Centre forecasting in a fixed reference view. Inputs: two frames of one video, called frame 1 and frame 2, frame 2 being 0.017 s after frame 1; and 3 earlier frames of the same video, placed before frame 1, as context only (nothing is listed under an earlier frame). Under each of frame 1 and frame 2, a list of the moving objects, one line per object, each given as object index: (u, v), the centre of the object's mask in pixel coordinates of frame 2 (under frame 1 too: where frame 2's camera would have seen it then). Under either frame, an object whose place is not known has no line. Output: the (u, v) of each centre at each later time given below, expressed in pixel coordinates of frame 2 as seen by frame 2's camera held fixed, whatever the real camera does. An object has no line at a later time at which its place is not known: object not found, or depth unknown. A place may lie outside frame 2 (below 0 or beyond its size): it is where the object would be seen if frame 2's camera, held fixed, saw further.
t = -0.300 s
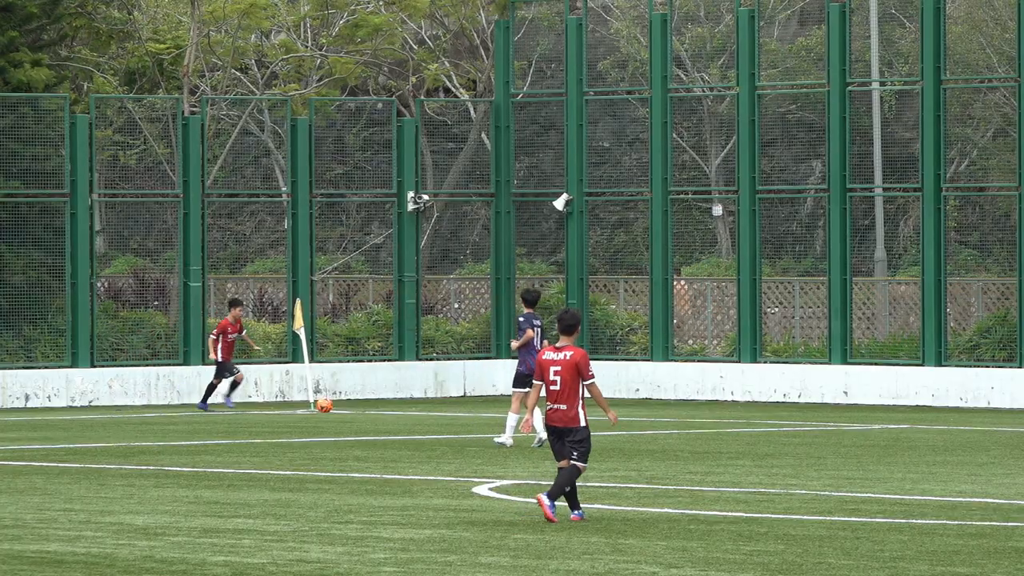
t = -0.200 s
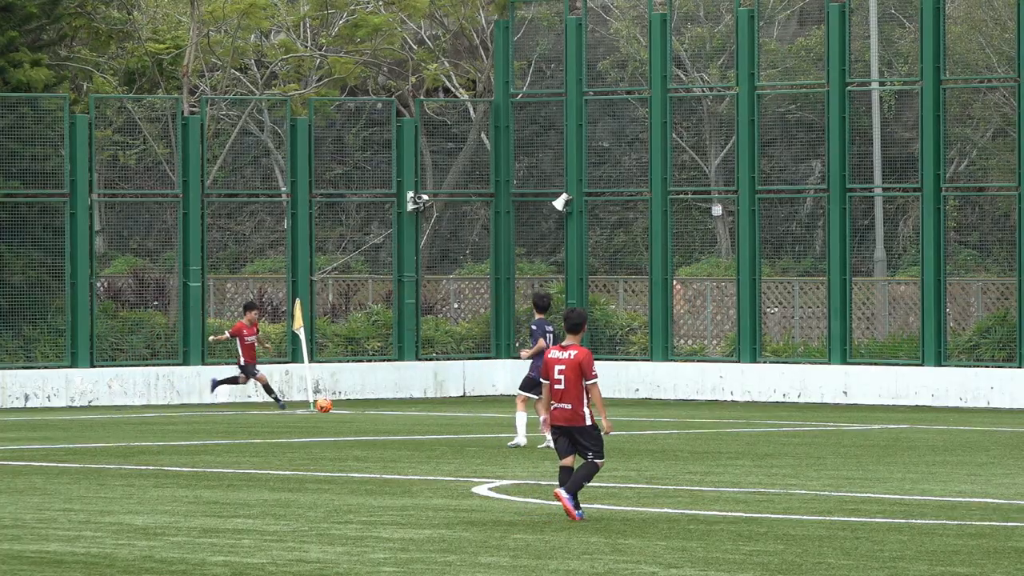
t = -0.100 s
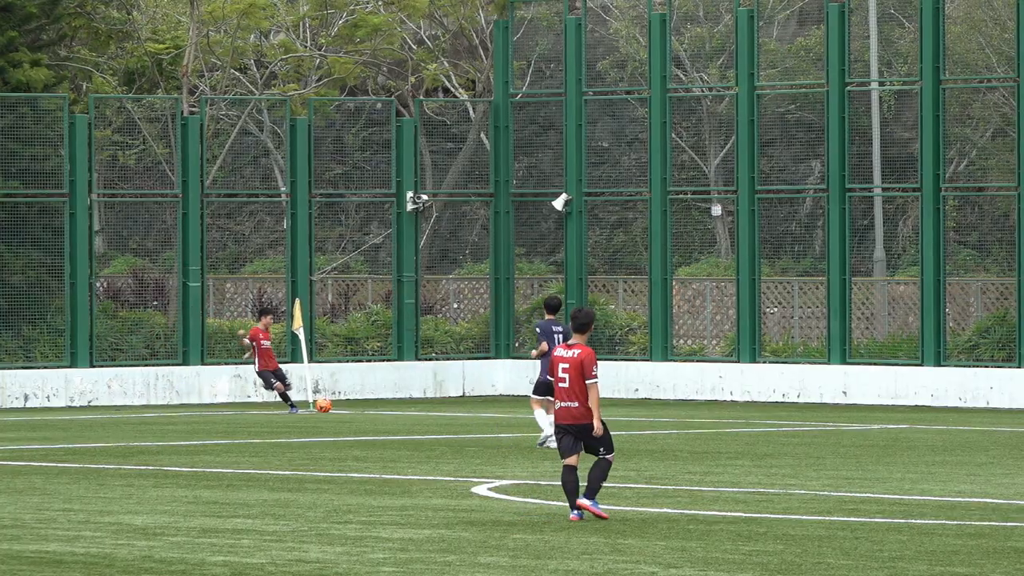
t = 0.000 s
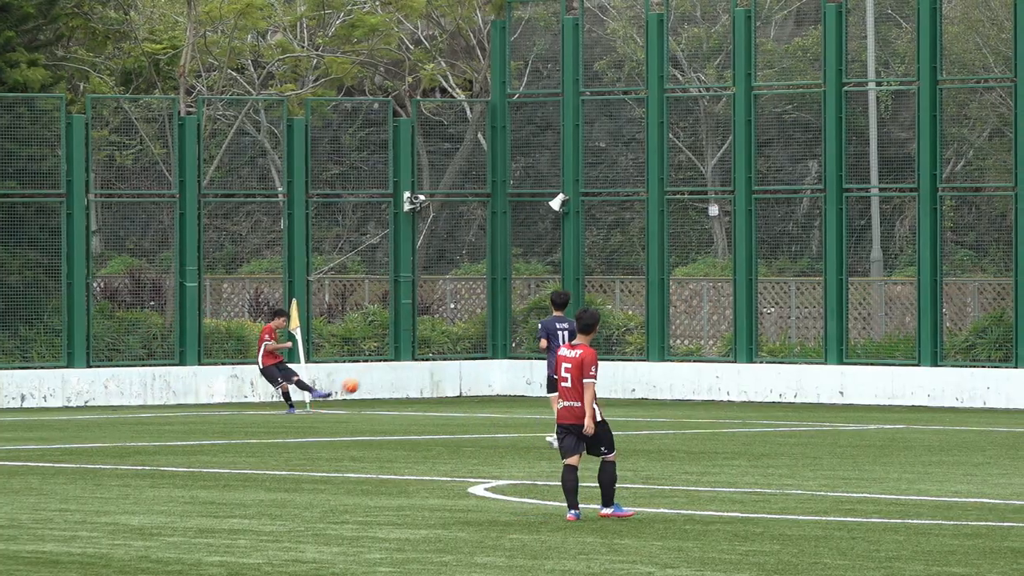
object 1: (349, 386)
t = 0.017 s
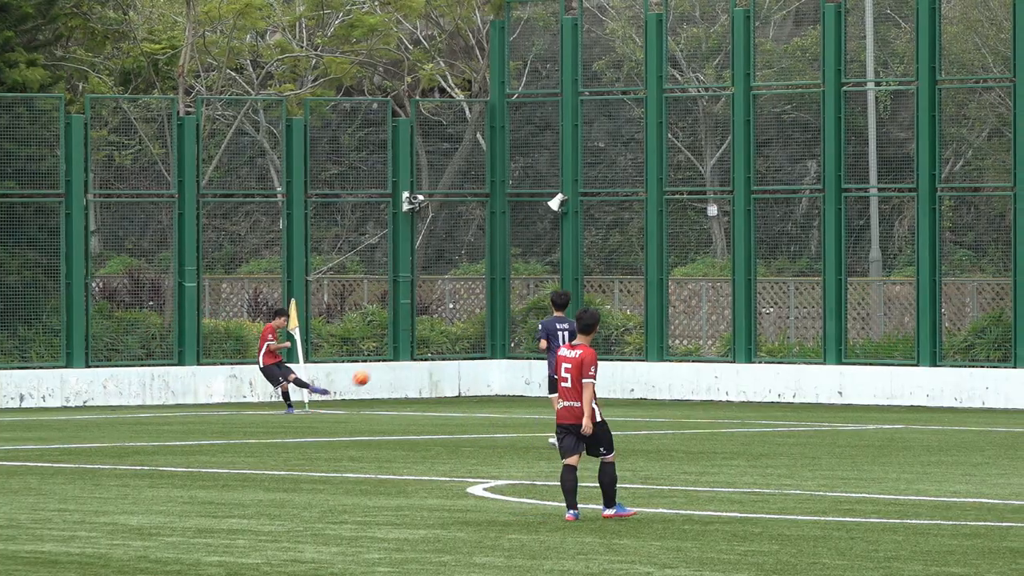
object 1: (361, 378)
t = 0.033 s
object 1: (372, 370)
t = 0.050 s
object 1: (384, 361)
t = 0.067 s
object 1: (395, 354)
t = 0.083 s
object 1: (407, 346)
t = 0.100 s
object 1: (418, 339)
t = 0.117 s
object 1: (430, 331)
